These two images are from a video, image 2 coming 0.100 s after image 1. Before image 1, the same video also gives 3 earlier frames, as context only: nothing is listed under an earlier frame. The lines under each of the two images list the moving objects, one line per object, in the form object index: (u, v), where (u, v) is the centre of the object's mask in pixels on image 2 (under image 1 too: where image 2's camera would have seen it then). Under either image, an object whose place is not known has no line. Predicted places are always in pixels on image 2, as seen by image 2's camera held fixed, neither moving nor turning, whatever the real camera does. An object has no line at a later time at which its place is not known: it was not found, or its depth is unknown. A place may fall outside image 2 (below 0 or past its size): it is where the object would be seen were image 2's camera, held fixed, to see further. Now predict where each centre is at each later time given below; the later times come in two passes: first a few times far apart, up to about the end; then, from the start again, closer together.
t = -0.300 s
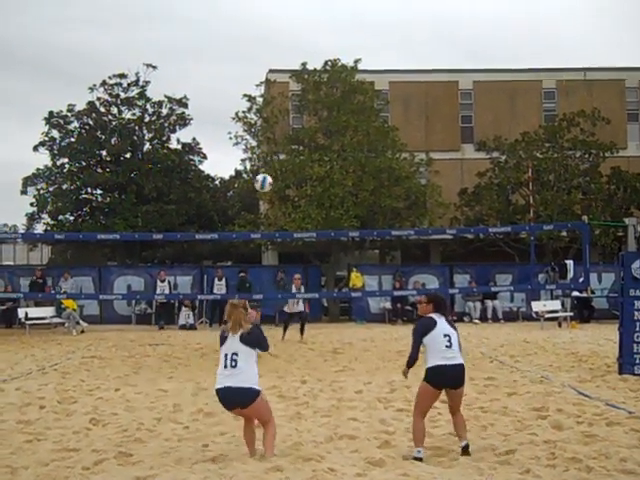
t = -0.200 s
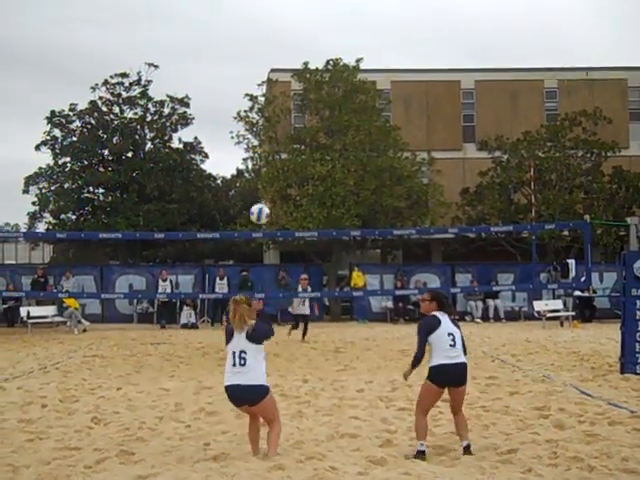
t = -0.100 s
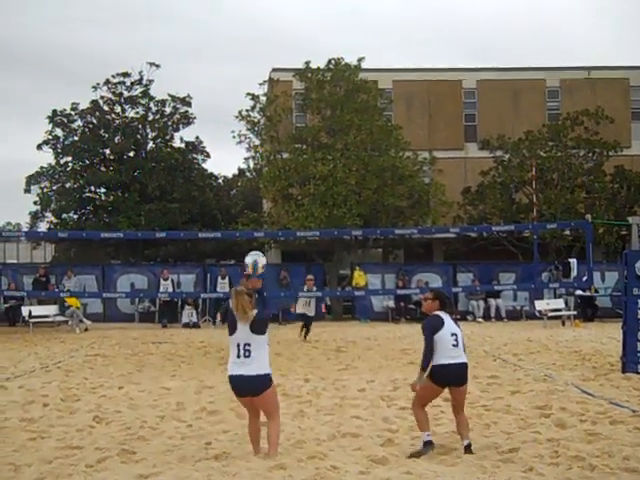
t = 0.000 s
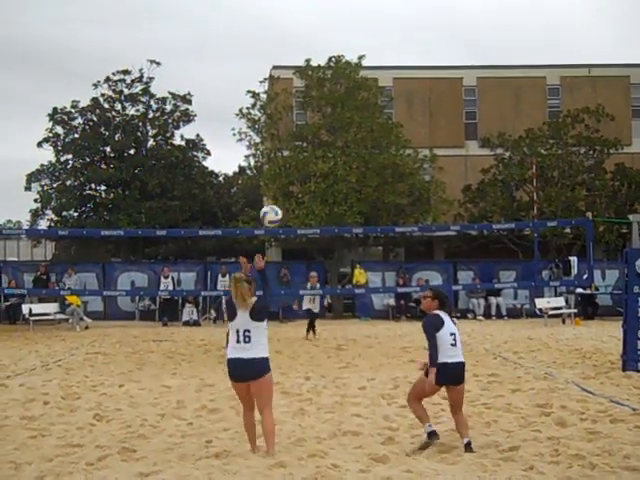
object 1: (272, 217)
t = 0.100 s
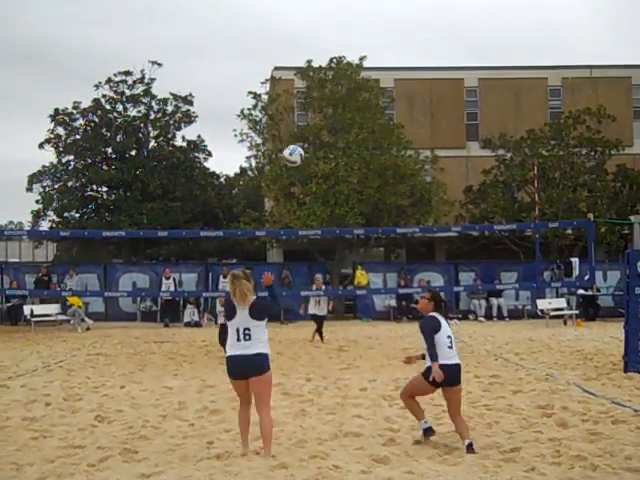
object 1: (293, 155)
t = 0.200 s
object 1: (313, 106)
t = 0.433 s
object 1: (355, 40)
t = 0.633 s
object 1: (388, 25)
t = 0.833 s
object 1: (419, 44)
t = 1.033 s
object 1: (449, 92)
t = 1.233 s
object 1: (477, 167)
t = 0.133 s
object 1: (300, 137)
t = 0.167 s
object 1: (307, 121)
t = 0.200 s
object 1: (313, 106)
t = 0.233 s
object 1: (319, 93)
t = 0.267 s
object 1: (326, 81)
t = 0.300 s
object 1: (333, 70)
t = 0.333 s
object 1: (337, 62)
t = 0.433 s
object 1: (355, 40)
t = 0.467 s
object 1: (360, 35)
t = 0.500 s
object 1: (366, 31)
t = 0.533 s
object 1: (372, 28)
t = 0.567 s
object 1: (377, 26)
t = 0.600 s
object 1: (383, 25)
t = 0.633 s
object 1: (388, 25)
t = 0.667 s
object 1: (394, 26)
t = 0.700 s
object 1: (399, 28)
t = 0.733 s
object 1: (404, 31)
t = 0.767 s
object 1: (409, 35)
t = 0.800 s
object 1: (414, 39)
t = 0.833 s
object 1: (419, 44)
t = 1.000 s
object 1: (444, 83)
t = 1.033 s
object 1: (449, 92)
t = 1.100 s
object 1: (458, 115)
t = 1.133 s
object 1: (463, 126)
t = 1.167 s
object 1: (468, 139)
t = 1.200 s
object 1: (472, 152)
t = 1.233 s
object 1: (477, 167)
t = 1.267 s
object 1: (481, 181)
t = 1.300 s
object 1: (486, 197)
